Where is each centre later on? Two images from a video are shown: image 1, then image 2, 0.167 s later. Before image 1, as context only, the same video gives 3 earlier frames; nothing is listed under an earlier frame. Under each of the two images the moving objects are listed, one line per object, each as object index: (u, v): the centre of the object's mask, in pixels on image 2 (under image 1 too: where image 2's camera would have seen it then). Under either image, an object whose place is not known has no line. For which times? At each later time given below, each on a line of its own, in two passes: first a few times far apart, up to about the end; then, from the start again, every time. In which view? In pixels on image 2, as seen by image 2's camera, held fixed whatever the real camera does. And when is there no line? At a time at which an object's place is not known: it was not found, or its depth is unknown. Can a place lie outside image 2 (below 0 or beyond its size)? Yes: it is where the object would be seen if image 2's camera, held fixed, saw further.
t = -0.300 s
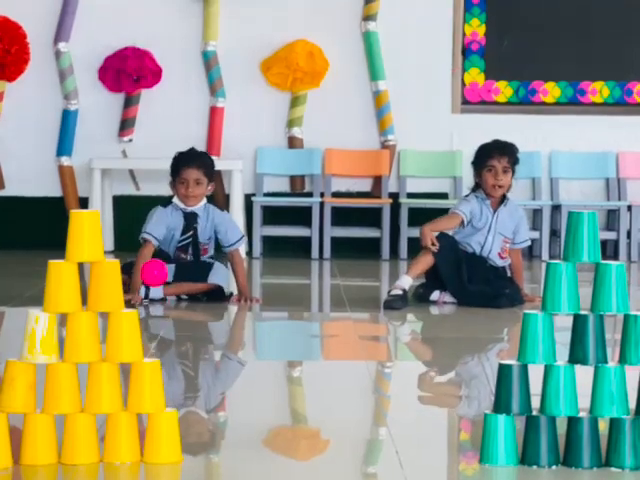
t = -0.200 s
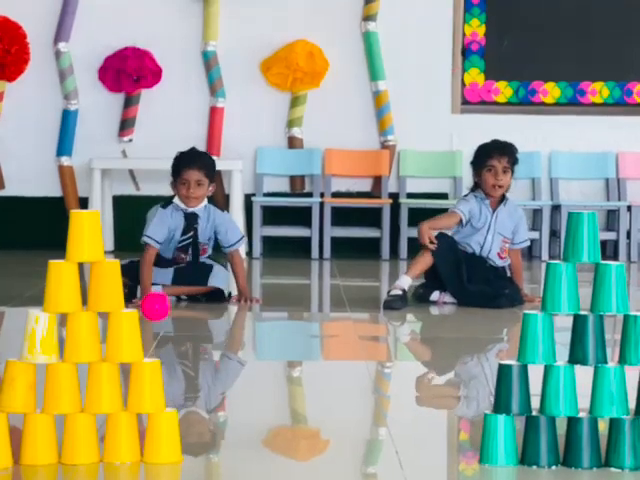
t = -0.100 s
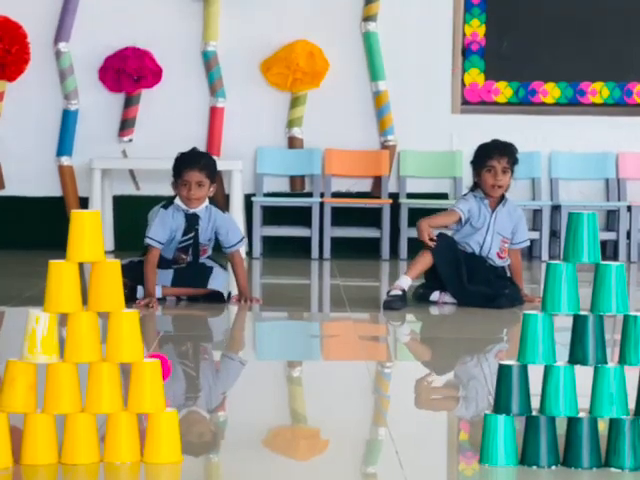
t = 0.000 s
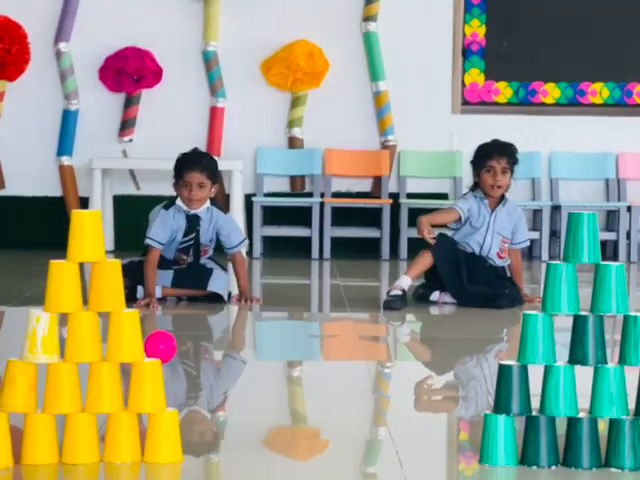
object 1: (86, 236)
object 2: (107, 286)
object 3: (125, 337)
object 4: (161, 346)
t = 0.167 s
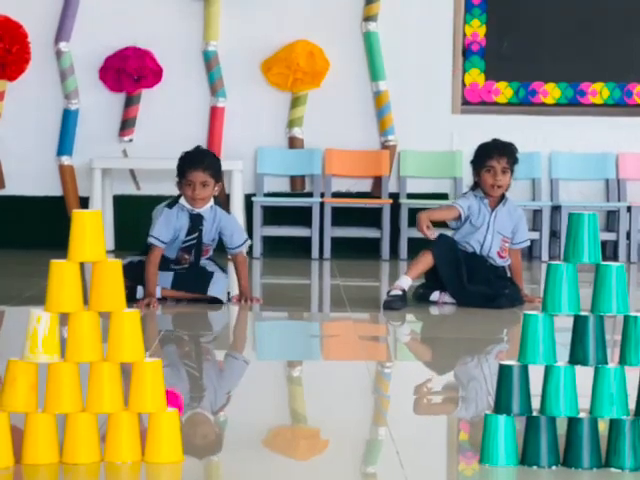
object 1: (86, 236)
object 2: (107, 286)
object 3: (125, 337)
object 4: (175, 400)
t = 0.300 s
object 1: (86, 236)
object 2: (107, 286)
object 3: (125, 337)
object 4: (178, 397)
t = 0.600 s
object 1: (95, 242)
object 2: (114, 299)
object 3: (138, 376)
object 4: (261, 419)
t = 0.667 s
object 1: (100, 258)
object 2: (121, 322)
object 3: (153, 404)
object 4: (282, 432)
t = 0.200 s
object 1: (86, 236)
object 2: (107, 286)
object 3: (125, 336)
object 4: (175, 400)
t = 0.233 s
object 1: (86, 236)
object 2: (107, 286)
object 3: (125, 336)
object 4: (176, 395)
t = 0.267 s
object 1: (86, 236)
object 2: (107, 286)
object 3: (125, 336)
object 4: (177, 394)
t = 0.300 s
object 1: (86, 236)
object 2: (107, 286)
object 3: (125, 337)
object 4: (178, 397)
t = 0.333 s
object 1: (86, 235)
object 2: (106, 285)
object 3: (124, 335)
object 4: (181, 397)
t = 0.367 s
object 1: (85, 235)
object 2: (105, 285)
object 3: (122, 335)
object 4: (190, 395)
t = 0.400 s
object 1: (85, 235)
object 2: (104, 285)
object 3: (121, 337)
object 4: (200, 397)
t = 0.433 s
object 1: (86, 236)
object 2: (105, 286)
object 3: (123, 339)
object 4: (210, 405)
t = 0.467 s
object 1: (87, 236)
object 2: (106, 286)
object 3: (125, 341)
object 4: (220, 419)
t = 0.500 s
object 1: (88, 237)
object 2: (107, 288)
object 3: (127, 346)
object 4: (229, 439)
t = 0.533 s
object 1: (90, 238)
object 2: (109, 290)
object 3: (131, 353)
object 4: (240, 429)
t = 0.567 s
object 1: (92, 239)
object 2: (111, 294)
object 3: (133, 363)
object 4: (250, 421)
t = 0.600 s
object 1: (95, 242)
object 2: (114, 299)
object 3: (138, 376)
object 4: (261, 419)
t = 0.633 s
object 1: (98, 248)
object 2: (117, 309)
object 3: (146, 392)
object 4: (272, 422)
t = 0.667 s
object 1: (100, 258)
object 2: (121, 322)
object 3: (153, 404)
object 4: (282, 432)
